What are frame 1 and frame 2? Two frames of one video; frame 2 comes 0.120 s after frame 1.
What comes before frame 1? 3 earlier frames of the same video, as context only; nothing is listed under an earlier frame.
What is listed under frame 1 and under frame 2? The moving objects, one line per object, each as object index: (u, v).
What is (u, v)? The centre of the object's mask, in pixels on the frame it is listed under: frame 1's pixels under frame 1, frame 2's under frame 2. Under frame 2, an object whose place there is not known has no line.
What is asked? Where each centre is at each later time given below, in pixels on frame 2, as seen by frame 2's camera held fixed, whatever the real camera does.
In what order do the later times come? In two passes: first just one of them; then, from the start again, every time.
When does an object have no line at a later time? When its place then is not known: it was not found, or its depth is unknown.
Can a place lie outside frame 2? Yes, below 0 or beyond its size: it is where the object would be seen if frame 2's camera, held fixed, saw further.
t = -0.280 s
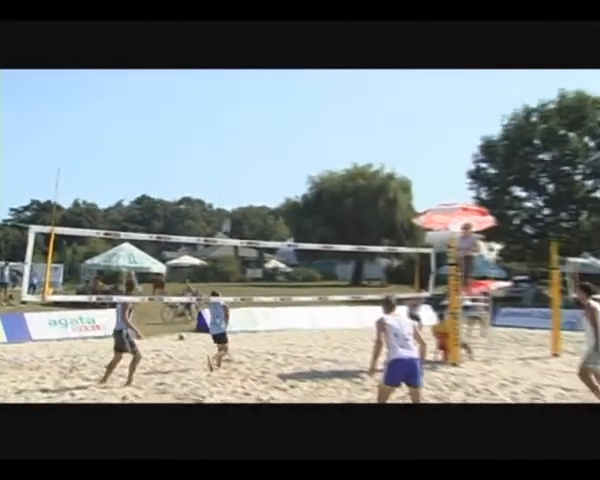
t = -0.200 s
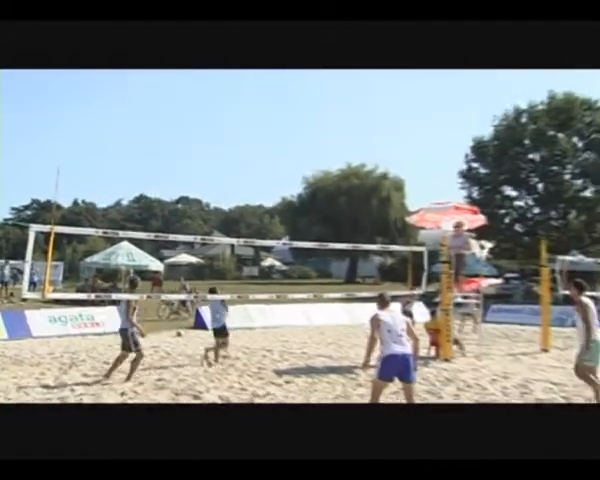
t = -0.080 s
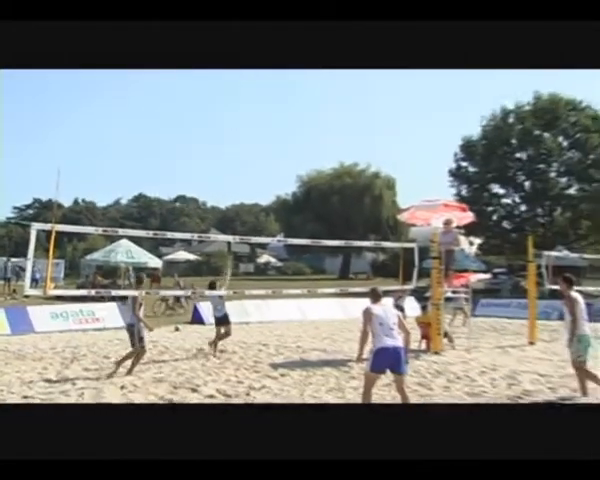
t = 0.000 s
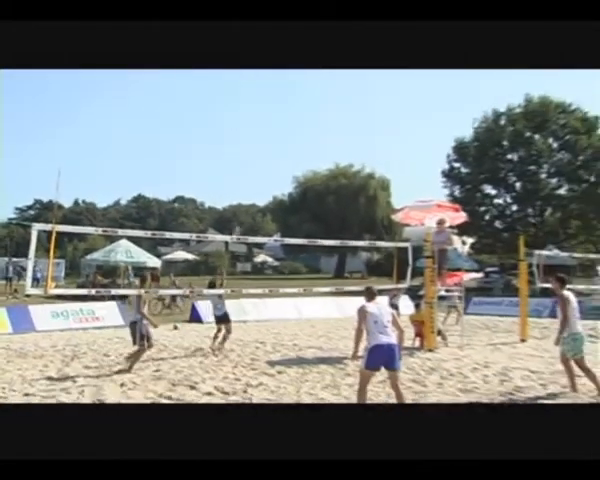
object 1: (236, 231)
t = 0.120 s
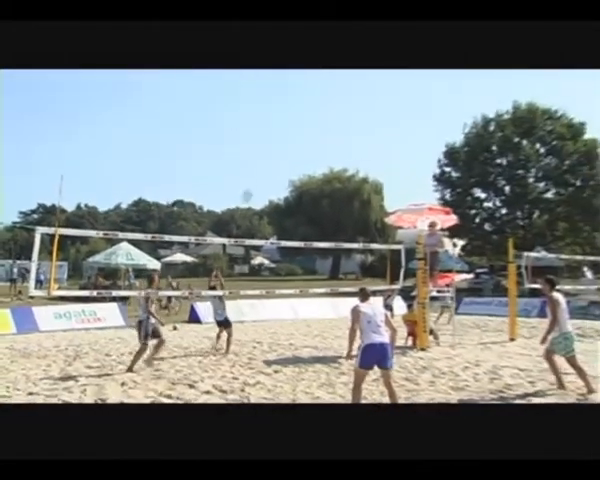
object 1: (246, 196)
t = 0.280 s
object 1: (267, 146)
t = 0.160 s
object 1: (251, 183)
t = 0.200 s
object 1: (256, 170)
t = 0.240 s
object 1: (261, 158)
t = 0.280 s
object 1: (267, 146)
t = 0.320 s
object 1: (272, 136)
